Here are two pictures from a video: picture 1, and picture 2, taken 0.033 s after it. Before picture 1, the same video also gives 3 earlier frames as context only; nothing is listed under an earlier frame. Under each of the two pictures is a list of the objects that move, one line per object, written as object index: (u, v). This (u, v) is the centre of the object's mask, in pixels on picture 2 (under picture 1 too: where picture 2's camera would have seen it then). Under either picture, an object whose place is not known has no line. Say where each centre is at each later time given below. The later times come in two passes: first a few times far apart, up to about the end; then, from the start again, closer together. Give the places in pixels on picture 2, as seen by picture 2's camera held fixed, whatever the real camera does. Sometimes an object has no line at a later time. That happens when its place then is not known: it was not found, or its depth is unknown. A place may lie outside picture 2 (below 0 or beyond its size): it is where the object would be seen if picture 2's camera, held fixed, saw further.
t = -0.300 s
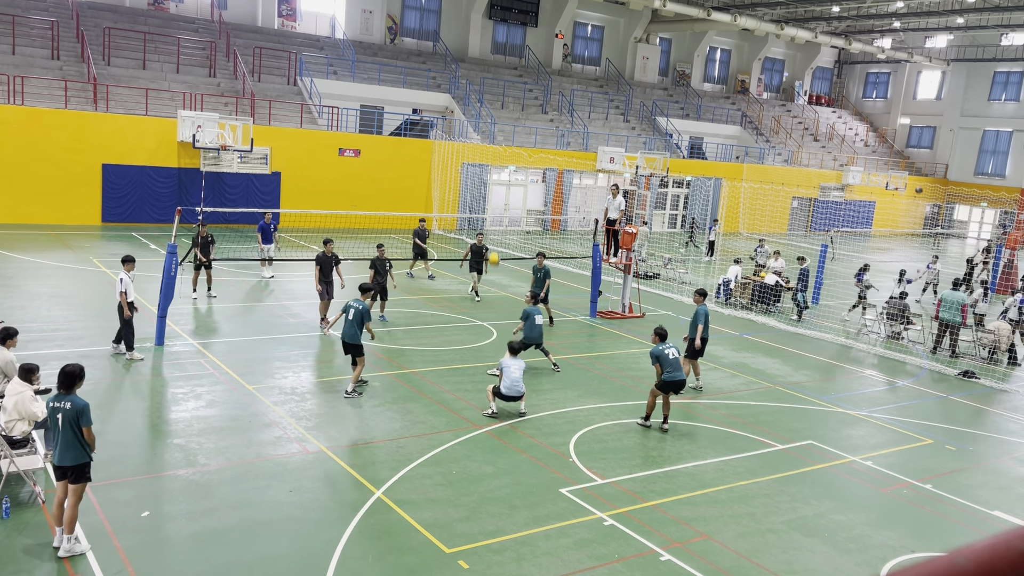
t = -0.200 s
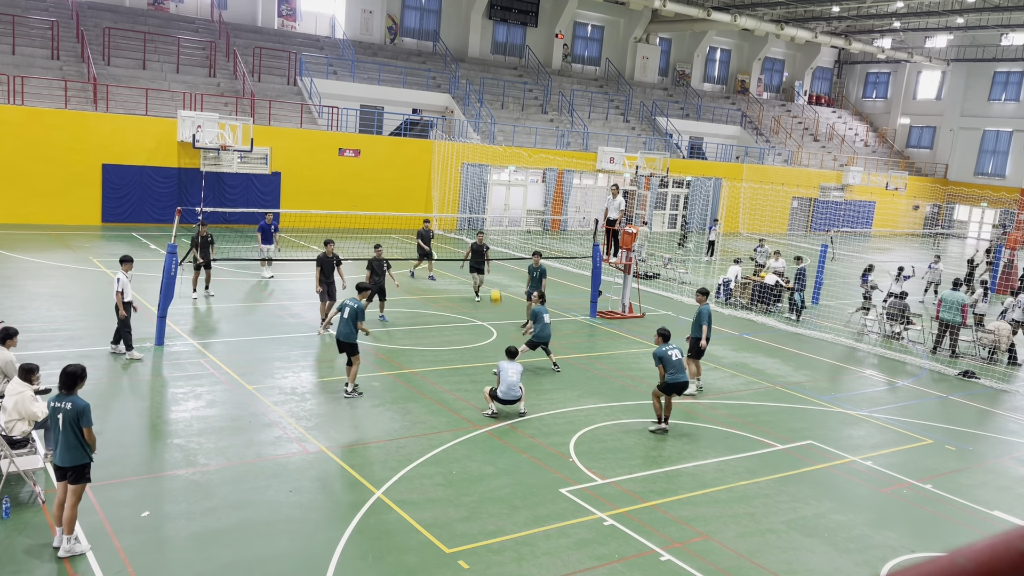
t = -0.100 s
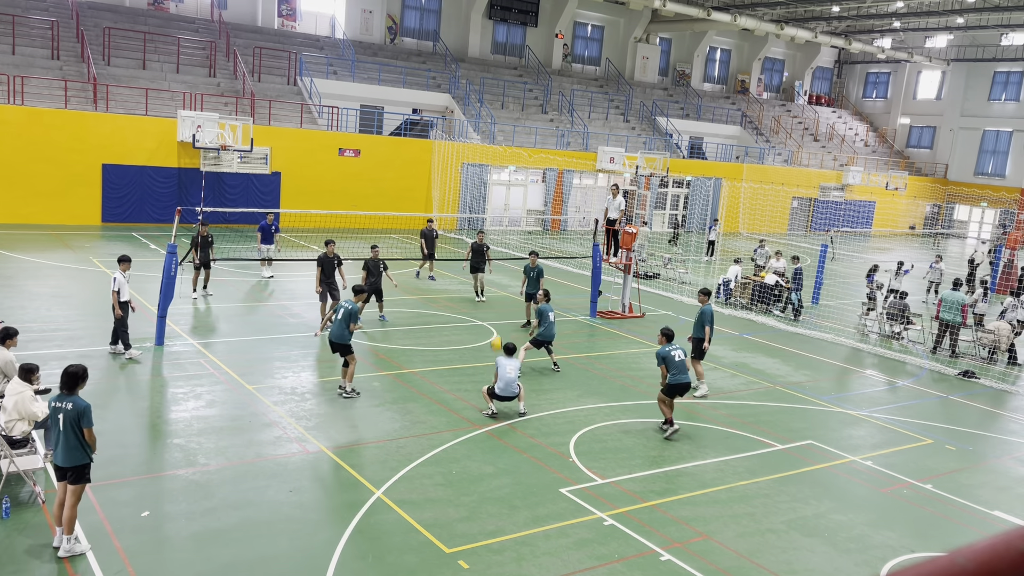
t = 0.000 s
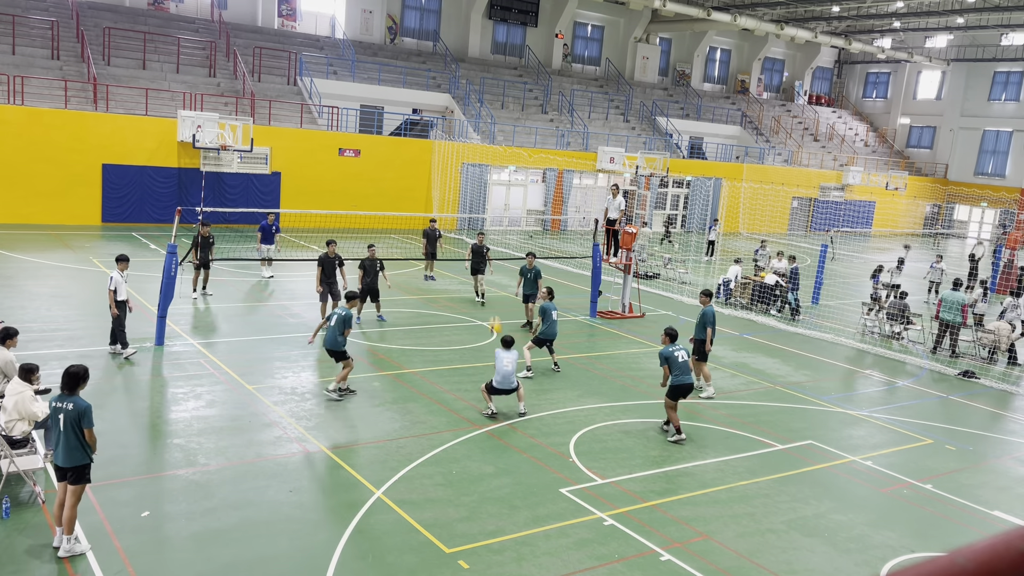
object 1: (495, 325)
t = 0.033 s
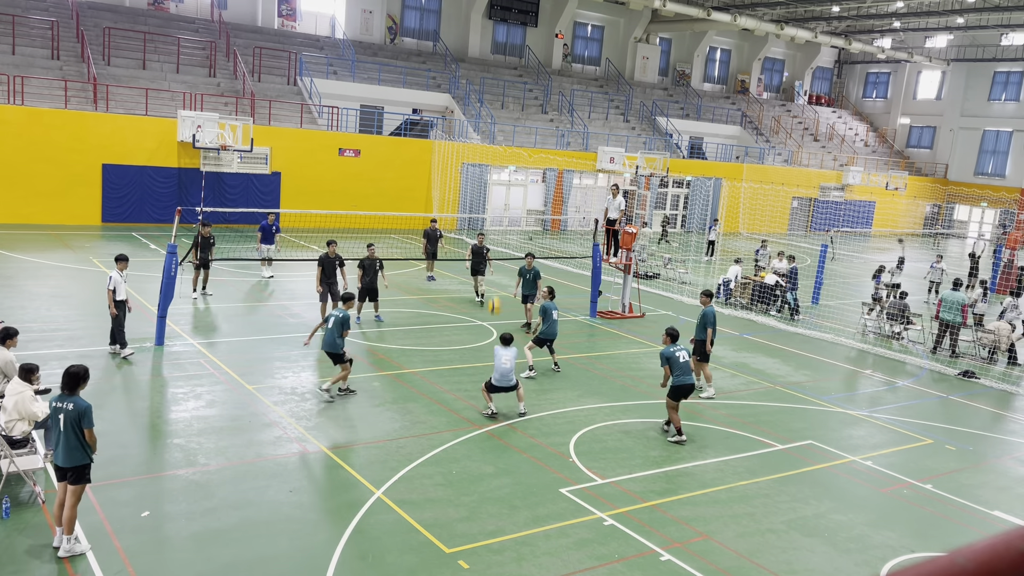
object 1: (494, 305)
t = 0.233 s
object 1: (490, 202)
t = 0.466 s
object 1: (481, 116)
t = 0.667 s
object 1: (471, 74)
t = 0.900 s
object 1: (458, 57)
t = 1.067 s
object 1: (448, 65)
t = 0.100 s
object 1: (494, 267)
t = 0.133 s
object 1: (493, 250)
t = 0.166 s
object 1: (492, 233)
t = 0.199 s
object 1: (491, 216)
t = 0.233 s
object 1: (490, 202)
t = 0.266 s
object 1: (489, 186)
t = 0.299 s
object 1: (488, 172)
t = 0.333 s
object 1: (487, 160)
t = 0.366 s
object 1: (486, 147)
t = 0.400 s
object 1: (484, 136)
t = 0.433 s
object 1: (483, 126)
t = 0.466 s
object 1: (481, 116)
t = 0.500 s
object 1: (480, 108)
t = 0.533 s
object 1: (478, 99)
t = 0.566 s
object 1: (476, 92)
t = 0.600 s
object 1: (475, 86)
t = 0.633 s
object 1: (473, 79)
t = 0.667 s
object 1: (471, 74)
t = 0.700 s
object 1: (470, 70)
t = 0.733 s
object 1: (468, 65)
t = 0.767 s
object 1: (466, 62)
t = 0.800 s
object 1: (464, 60)
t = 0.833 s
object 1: (462, 58)
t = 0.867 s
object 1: (460, 57)
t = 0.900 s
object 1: (458, 57)
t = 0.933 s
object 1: (457, 57)
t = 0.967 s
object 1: (454, 58)
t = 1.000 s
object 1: (452, 60)
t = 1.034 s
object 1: (450, 62)
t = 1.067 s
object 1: (448, 65)
